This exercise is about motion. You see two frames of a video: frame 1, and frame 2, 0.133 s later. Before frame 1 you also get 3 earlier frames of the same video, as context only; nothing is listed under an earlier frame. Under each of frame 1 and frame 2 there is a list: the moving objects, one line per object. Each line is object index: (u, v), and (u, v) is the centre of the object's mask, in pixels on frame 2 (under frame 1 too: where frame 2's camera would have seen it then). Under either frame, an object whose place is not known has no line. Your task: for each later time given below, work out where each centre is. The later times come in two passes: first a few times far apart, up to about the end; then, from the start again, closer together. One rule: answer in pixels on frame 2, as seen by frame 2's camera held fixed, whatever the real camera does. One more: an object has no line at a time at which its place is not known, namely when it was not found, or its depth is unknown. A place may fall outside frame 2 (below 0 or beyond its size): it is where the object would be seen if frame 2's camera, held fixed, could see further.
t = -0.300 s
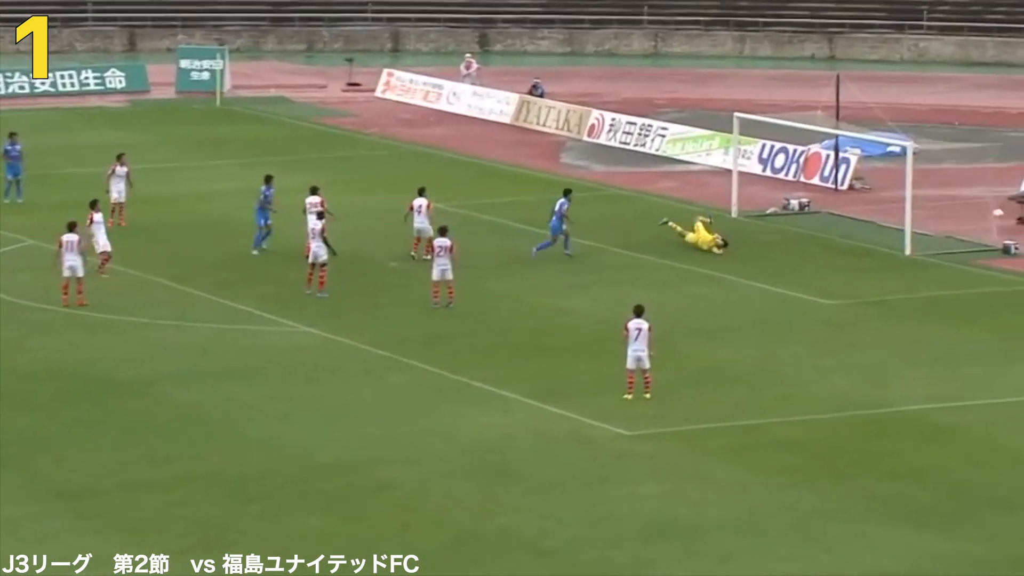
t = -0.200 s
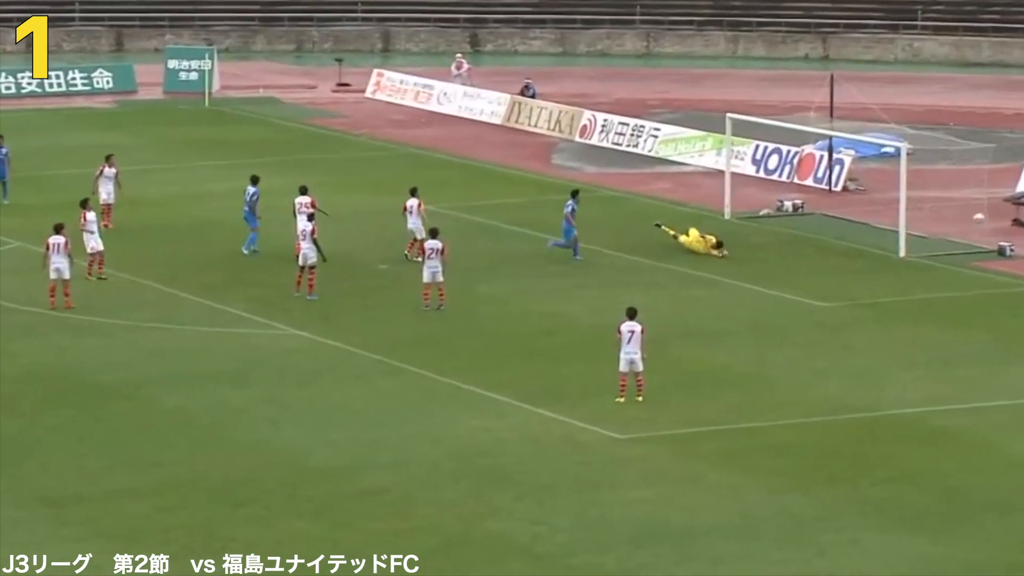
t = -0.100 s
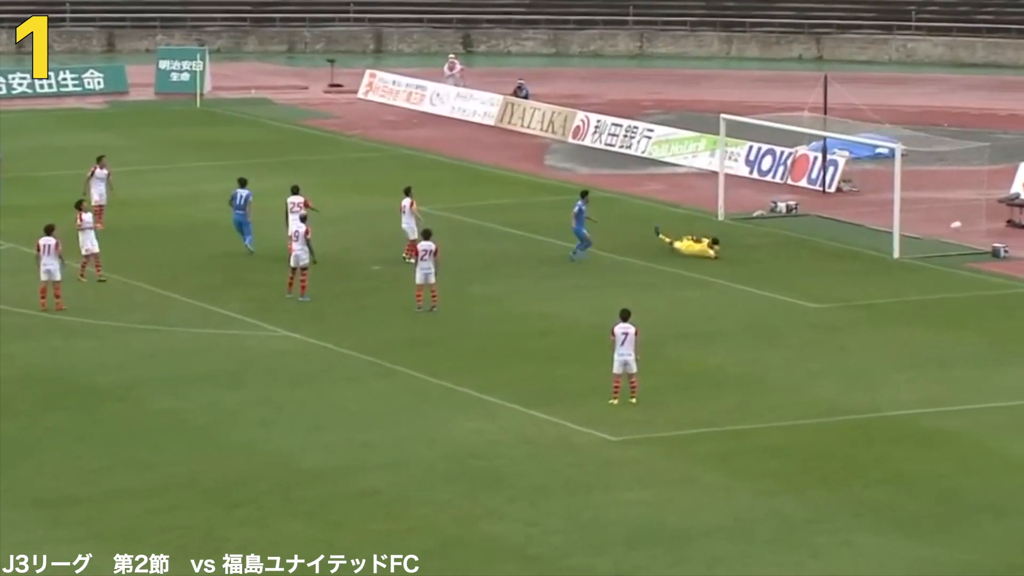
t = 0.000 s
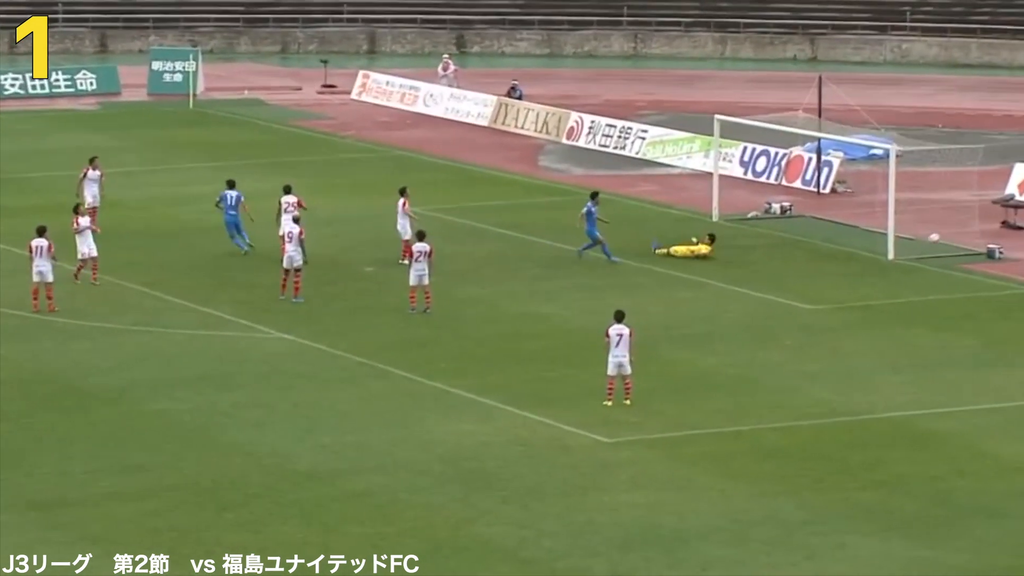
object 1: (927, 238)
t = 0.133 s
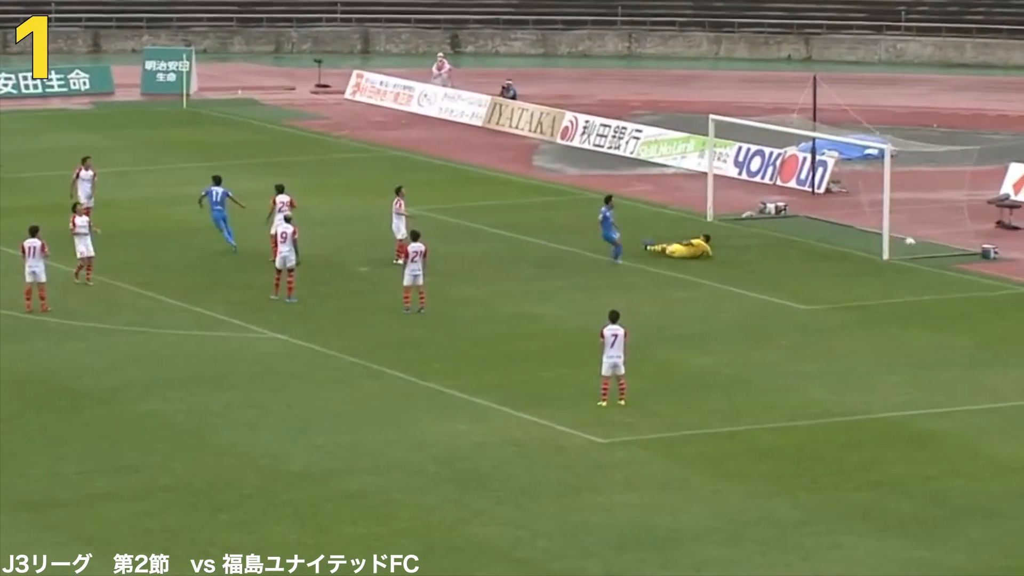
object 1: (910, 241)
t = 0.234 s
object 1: (898, 235)
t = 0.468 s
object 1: (872, 235)
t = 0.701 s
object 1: (846, 253)
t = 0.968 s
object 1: (818, 255)
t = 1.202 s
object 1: (795, 258)
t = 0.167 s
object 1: (906, 239)
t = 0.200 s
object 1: (902, 237)
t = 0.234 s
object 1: (898, 235)
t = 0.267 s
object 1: (895, 233)
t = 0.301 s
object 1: (892, 233)
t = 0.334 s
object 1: (890, 232)
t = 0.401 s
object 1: (878, 232)
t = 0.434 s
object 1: (876, 234)
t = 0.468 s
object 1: (872, 235)
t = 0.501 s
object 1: (868, 238)
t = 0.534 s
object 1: (864, 240)
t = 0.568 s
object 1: (861, 243)
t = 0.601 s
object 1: (857, 247)
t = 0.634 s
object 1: (854, 251)
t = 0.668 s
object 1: (849, 254)
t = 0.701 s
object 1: (846, 253)
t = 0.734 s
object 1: (842, 251)
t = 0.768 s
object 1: (839, 250)
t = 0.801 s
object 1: (836, 250)
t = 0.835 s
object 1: (832, 249)
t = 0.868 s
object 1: (828, 250)
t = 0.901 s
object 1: (825, 251)
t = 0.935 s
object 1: (822, 252)
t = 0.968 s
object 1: (818, 255)
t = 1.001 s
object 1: (815, 256)
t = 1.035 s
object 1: (811, 256)
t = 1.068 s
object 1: (808, 256)
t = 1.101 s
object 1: (805, 255)
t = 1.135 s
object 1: (802, 256)
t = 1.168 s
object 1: (798, 257)
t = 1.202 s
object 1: (795, 258)
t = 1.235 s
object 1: (792, 258)
